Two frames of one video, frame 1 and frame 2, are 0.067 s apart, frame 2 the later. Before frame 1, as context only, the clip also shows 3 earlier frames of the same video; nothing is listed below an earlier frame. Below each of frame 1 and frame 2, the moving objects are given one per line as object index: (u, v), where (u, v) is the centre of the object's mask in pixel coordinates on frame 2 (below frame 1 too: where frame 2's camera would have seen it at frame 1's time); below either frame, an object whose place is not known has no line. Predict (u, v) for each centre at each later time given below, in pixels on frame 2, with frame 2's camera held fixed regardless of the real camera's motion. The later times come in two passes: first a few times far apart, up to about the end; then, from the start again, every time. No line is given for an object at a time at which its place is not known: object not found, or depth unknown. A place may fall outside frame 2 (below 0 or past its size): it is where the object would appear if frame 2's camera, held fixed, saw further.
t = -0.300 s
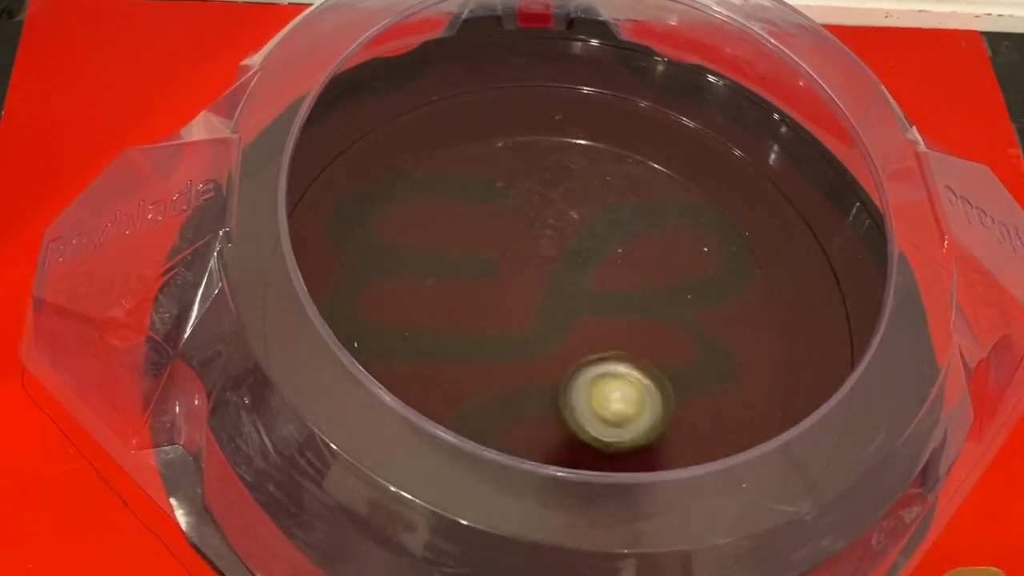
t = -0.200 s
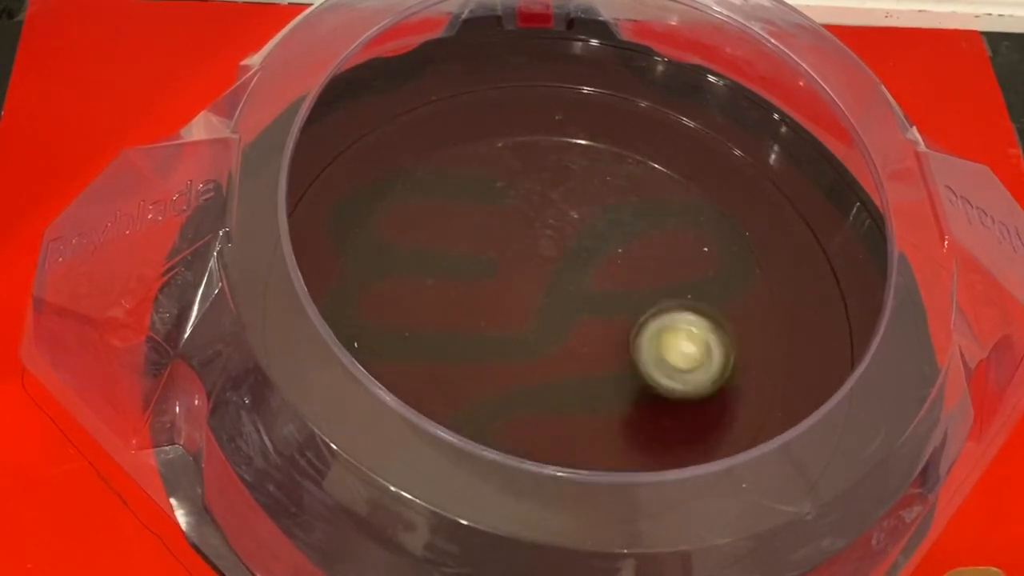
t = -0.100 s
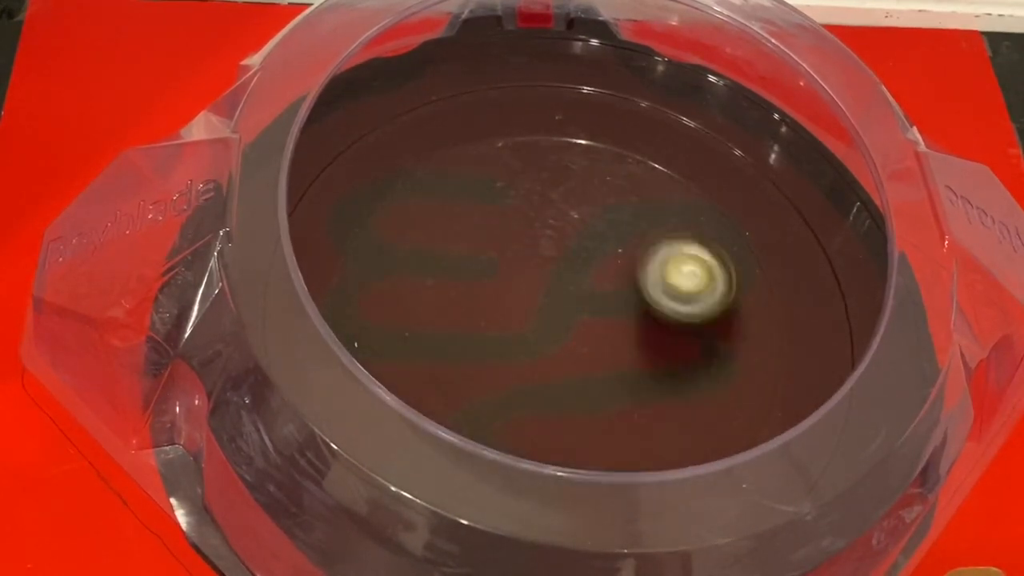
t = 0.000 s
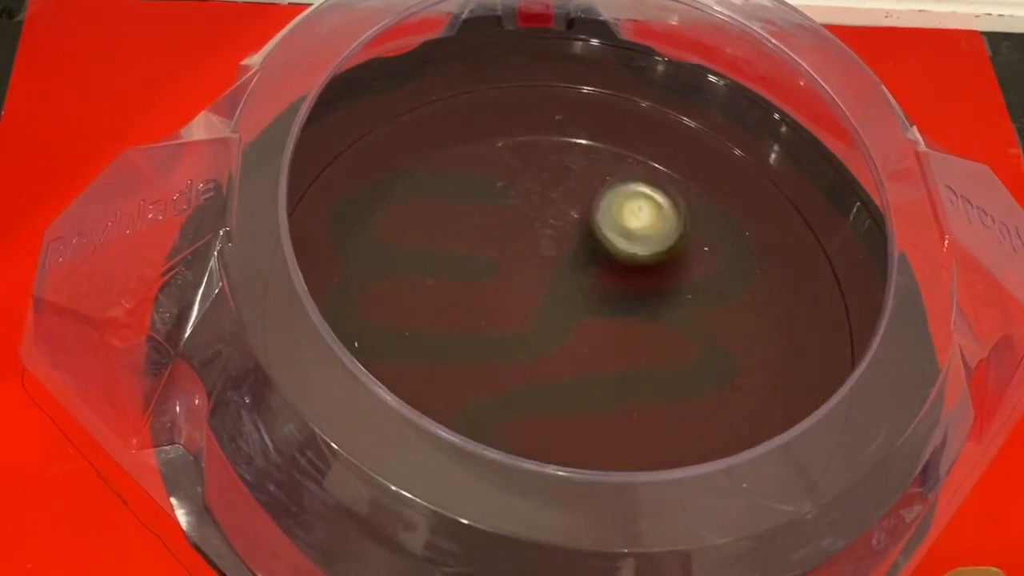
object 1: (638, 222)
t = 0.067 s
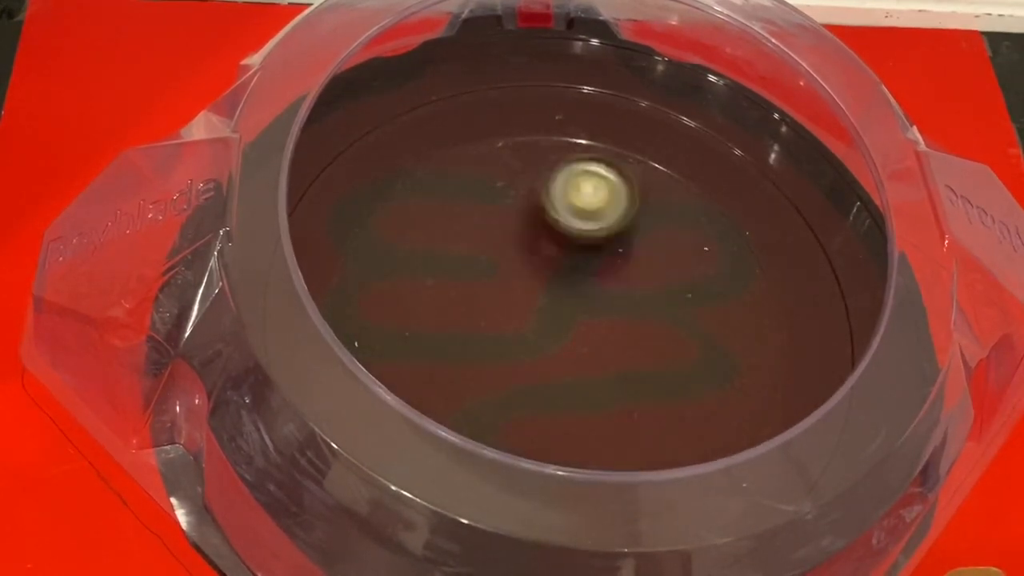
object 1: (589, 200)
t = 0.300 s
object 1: (442, 264)
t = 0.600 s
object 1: (636, 400)
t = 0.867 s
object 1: (690, 246)
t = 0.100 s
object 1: (562, 195)
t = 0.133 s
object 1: (535, 196)
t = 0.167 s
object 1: (510, 199)
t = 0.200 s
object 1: (486, 208)
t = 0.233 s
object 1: (466, 222)
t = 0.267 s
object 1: (451, 242)
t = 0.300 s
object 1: (442, 264)
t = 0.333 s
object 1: (440, 288)
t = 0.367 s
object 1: (445, 313)
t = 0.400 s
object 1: (459, 342)
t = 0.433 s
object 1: (478, 365)
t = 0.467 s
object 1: (504, 384)
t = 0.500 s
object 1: (537, 400)
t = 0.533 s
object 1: (571, 407)
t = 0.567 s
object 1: (603, 408)
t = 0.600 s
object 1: (636, 400)
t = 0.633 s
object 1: (664, 390)
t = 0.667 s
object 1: (687, 372)
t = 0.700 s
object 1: (702, 353)
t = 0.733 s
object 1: (710, 332)
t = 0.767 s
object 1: (714, 310)
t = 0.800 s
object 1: (711, 289)
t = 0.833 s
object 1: (703, 265)
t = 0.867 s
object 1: (690, 246)
